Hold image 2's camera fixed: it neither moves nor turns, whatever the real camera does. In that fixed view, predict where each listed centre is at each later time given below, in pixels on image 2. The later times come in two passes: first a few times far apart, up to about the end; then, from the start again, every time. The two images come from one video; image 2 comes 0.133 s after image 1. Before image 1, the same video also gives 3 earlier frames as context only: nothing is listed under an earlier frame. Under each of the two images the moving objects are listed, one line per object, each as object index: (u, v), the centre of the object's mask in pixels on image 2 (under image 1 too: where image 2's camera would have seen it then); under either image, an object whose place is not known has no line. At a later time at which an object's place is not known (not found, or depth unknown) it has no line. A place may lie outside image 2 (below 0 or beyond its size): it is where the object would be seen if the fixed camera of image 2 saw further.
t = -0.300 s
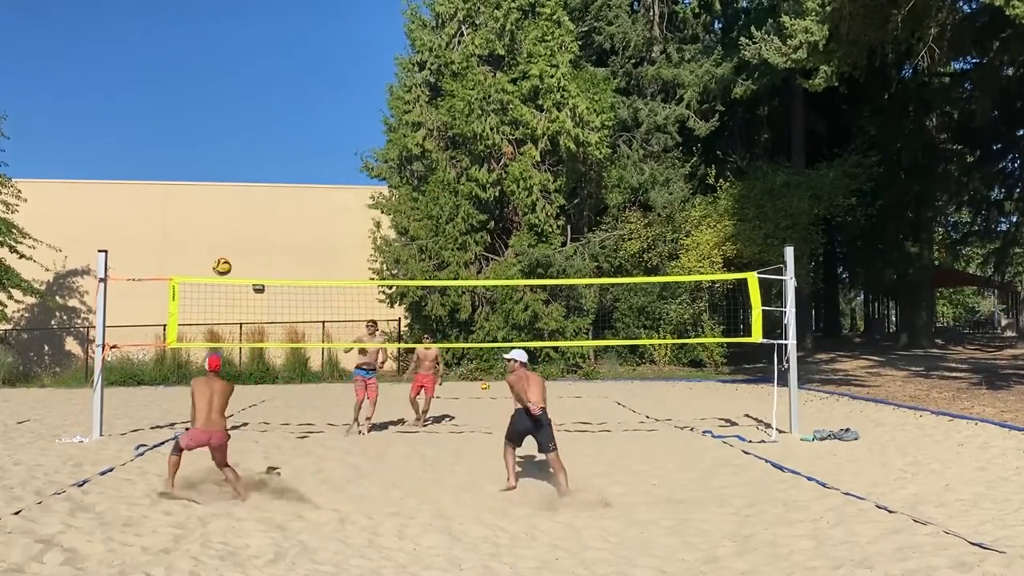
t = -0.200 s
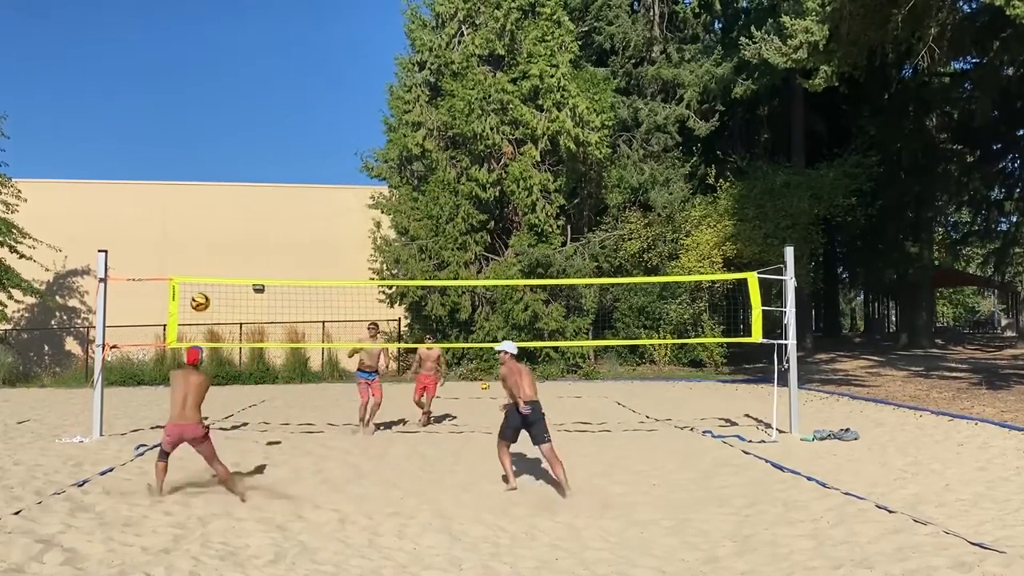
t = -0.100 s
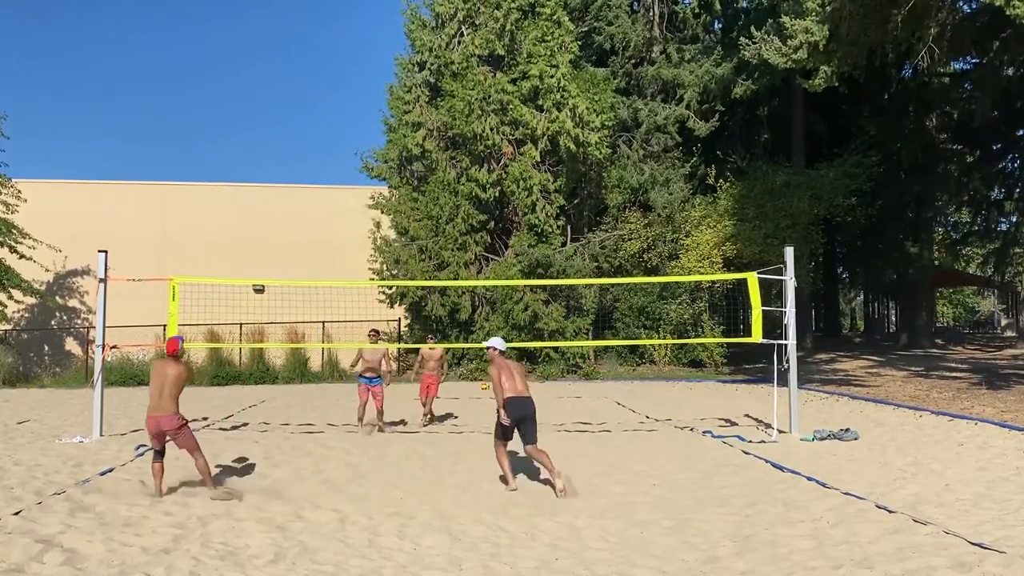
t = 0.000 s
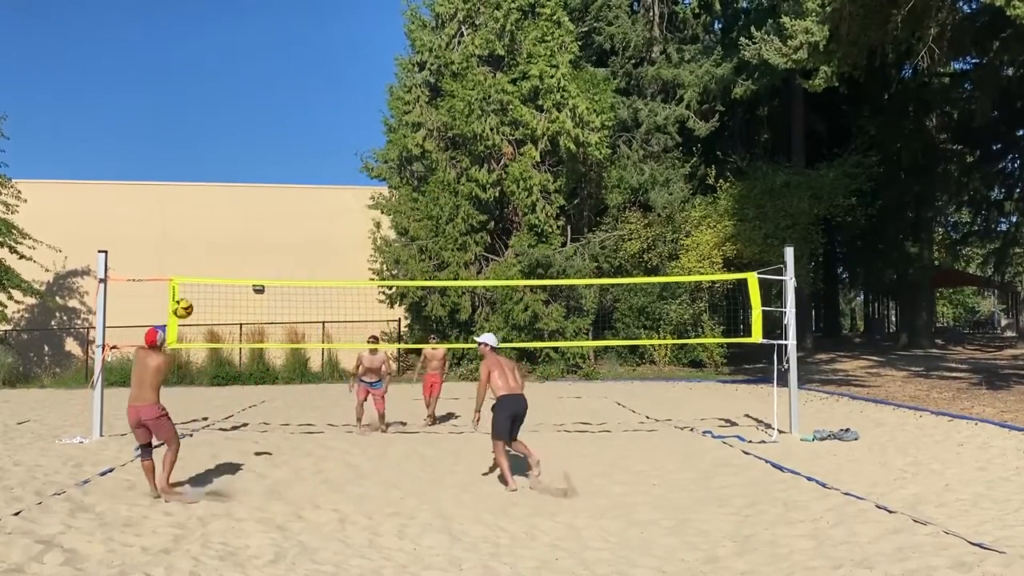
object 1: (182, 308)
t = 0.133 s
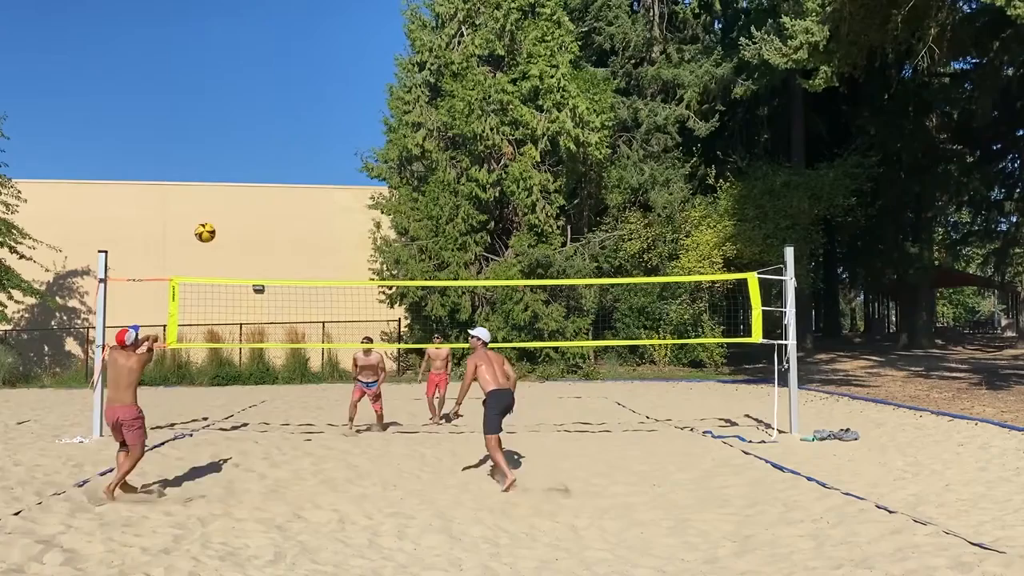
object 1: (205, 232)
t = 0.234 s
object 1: (221, 188)
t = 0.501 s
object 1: (261, 116)
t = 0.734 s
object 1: (292, 106)
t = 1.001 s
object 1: (326, 152)
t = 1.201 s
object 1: (349, 227)
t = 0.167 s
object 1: (210, 216)
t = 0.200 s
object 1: (216, 202)
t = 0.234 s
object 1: (221, 188)
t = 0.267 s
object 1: (226, 175)
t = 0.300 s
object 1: (231, 163)
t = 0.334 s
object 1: (236, 153)
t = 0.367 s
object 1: (242, 143)
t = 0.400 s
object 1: (246, 135)
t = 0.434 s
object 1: (251, 128)
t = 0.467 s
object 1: (256, 122)
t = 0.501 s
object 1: (261, 116)
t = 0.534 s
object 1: (265, 112)
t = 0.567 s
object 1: (270, 108)
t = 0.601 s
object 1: (274, 106)
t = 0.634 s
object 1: (279, 104)
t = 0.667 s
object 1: (284, 104)
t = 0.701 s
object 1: (288, 105)
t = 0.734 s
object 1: (292, 106)
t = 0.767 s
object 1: (297, 108)
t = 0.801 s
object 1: (301, 112)
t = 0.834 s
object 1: (305, 115)
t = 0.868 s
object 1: (309, 121)
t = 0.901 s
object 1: (313, 127)
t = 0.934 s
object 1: (318, 135)
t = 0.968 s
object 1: (322, 143)
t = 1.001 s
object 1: (326, 152)
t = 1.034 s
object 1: (330, 163)
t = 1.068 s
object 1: (334, 173)
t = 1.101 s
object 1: (338, 185)
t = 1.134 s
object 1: (341, 198)
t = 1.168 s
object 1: (345, 212)
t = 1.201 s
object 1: (349, 227)
